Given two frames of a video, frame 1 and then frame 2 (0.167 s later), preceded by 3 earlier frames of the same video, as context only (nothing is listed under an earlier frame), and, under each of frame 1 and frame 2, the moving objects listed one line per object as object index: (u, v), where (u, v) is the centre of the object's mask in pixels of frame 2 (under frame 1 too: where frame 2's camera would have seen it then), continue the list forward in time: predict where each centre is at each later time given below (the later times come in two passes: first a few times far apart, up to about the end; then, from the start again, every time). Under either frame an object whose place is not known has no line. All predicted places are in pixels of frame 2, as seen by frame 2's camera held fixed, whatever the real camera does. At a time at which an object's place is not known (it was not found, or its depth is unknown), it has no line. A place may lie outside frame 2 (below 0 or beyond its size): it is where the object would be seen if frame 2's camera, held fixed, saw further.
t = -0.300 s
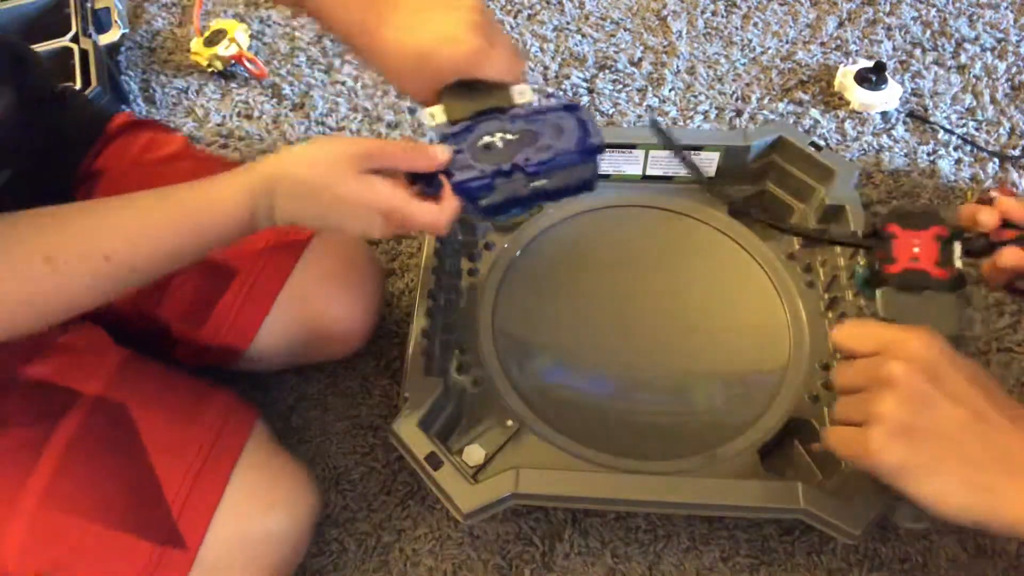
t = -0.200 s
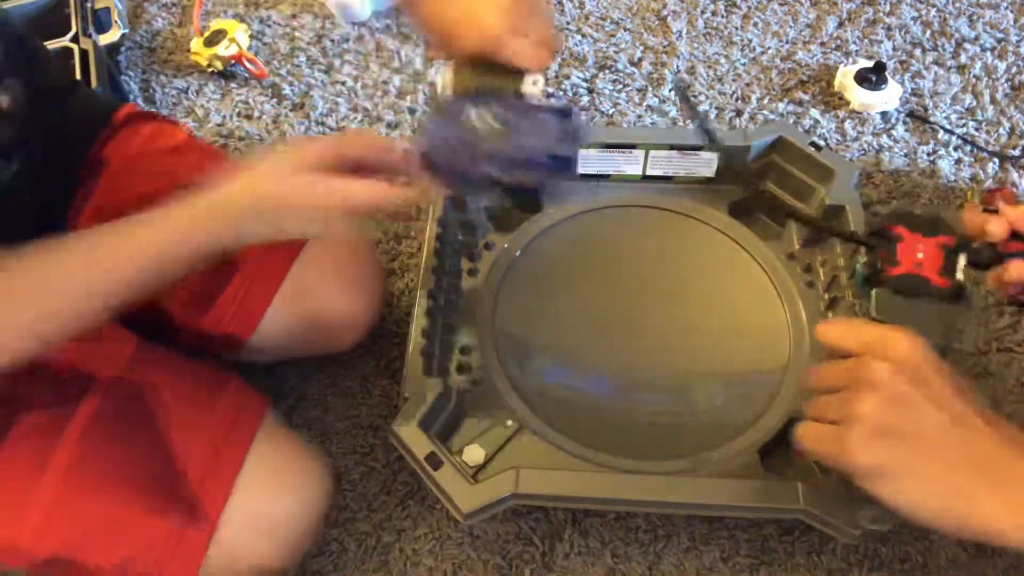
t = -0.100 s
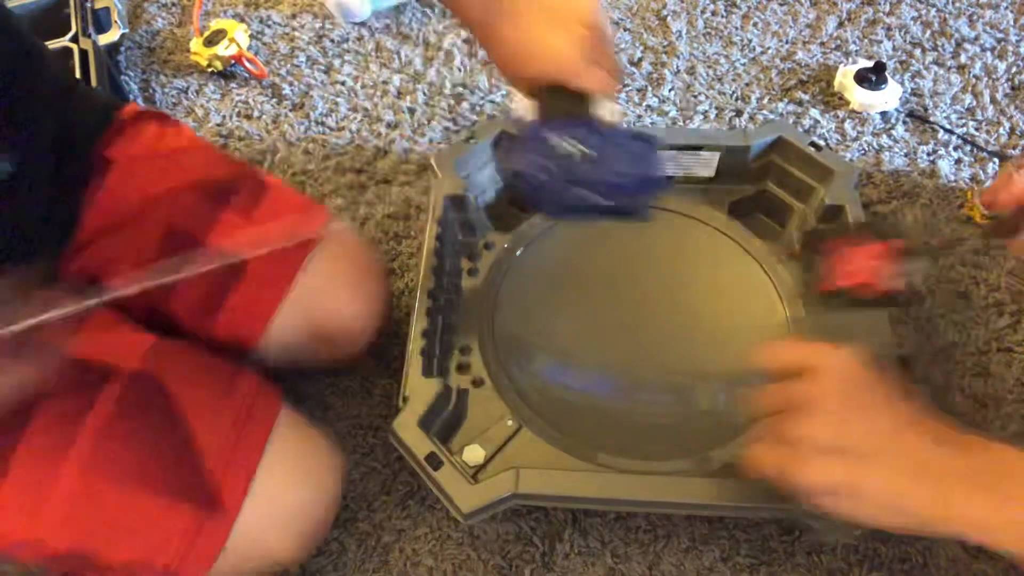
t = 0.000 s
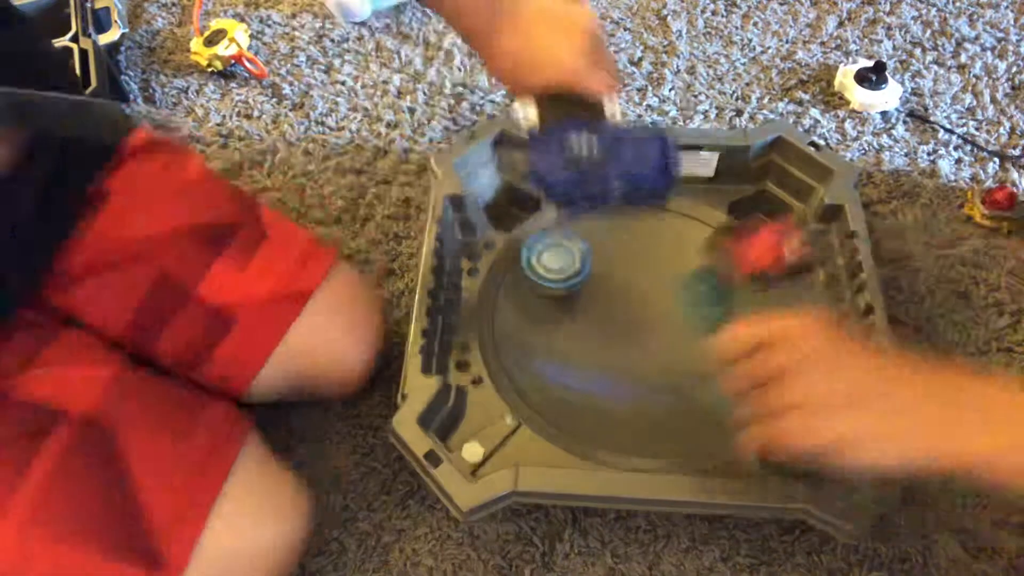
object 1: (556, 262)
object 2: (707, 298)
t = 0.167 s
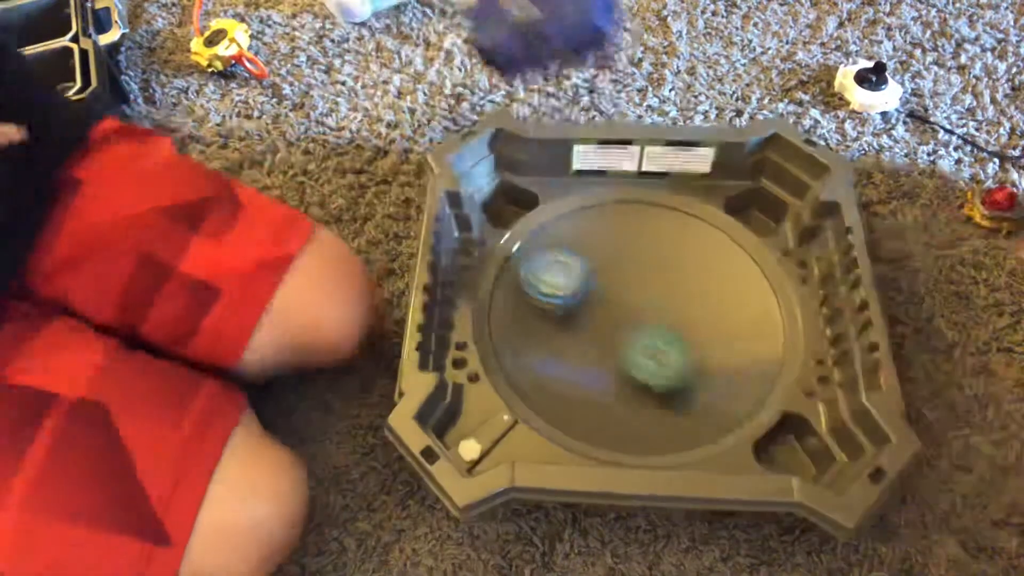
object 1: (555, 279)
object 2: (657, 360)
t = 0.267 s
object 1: (545, 274)
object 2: (725, 381)
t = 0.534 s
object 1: (608, 333)
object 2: (737, 261)
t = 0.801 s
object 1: (691, 377)
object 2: (627, 317)
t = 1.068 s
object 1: (732, 352)
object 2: (685, 403)
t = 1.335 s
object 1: (653, 275)
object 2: (725, 290)
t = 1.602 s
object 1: (524, 274)
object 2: (589, 305)
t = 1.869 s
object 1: (562, 372)
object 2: (692, 428)
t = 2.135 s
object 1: (709, 362)
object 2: (722, 275)
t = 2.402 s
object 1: (695, 268)
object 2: (543, 269)
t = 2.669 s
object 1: (590, 274)
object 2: (589, 417)
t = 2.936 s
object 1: (600, 355)
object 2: (717, 292)
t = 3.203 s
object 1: (708, 340)
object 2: (533, 233)
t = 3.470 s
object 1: (671, 287)
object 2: (611, 397)
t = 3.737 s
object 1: (612, 295)
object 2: (738, 267)
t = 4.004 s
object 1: (656, 338)
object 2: (570, 218)
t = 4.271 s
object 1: (679, 308)
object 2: (626, 390)
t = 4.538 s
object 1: (642, 305)
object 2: (775, 291)
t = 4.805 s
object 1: (629, 321)
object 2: (605, 243)
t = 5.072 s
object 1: (662, 326)
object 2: (608, 406)
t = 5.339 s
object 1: (659, 319)
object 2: (754, 359)
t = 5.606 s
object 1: (612, 328)
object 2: (647, 253)
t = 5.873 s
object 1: (629, 329)
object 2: (558, 313)
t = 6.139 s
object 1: (664, 318)
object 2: (640, 380)
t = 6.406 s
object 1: (644, 296)
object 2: (712, 325)
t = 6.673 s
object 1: (578, 271)
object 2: (669, 293)
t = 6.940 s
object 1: (492, 244)
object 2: (770, 329)
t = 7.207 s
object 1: (491, 244)
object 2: (765, 319)
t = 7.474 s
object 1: (490, 244)
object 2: (667, 355)
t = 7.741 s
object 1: (511, 296)
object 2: (623, 387)
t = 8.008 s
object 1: (723, 315)
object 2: (637, 434)
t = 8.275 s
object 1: (717, 245)
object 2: (673, 380)
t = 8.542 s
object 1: (520, 319)
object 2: (611, 301)
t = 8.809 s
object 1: (706, 405)
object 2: (559, 278)
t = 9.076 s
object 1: (675, 219)
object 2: (570, 298)
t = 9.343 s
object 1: (538, 274)
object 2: (653, 284)
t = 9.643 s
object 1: (605, 357)
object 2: (683, 252)
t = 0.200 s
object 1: (548, 275)
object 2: (680, 373)
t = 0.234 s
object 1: (546, 273)
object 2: (703, 376)
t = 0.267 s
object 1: (545, 274)
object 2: (725, 381)
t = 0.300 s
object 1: (545, 275)
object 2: (750, 375)
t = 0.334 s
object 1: (547, 280)
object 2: (769, 365)
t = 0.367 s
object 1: (554, 287)
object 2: (774, 344)
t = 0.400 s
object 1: (564, 296)
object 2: (767, 320)
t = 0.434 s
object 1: (573, 305)
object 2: (760, 298)
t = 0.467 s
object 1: (584, 314)
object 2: (756, 280)
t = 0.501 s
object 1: (596, 324)
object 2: (748, 268)
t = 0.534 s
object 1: (608, 333)
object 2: (737, 261)
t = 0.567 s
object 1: (620, 339)
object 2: (720, 258)
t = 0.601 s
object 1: (633, 344)
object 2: (702, 262)
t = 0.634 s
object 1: (645, 347)
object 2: (683, 269)
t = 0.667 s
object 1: (656, 348)
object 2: (667, 280)
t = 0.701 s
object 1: (664, 354)
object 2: (652, 290)
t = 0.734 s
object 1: (676, 364)
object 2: (640, 297)
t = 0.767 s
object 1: (684, 371)
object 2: (631, 306)
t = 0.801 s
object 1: (691, 377)
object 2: (627, 317)
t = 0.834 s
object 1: (695, 379)
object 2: (627, 333)
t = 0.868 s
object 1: (701, 379)
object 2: (630, 349)
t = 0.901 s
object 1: (710, 380)
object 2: (631, 361)
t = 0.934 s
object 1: (721, 379)
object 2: (634, 371)
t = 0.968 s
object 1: (728, 375)
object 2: (641, 381)
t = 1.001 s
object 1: (732, 369)
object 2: (653, 391)
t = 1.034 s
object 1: (733, 360)
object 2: (668, 399)
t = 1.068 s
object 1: (732, 352)
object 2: (685, 403)
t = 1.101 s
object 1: (726, 342)
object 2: (703, 402)
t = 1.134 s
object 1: (721, 333)
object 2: (725, 397)
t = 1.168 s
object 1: (714, 323)
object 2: (741, 386)
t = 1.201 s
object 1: (704, 311)
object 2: (754, 369)
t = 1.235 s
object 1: (694, 301)
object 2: (759, 350)
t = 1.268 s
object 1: (682, 289)
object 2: (756, 331)
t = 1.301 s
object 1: (668, 282)
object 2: (745, 310)
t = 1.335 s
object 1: (653, 275)
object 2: (725, 290)
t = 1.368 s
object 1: (632, 269)
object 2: (710, 277)
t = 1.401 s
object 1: (611, 265)
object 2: (693, 268)
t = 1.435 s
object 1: (591, 262)
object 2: (671, 263)
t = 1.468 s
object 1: (573, 261)
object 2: (649, 263)
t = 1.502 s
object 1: (559, 262)
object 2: (631, 266)
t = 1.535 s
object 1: (549, 265)
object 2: (615, 276)
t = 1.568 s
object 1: (536, 269)
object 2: (600, 289)
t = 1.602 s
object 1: (524, 274)
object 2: (589, 305)
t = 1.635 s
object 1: (516, 284)
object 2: (583, 325)
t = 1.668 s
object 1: (512, 295)
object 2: (581, 346)
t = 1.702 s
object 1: (512, 307)
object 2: (585, 368)
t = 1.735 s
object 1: (514, 321)
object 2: (596, 388)
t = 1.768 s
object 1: (521, 333)
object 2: (612, 405)
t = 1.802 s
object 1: (532, 349)
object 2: (635, 420)
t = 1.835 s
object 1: (545, 360)
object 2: (663, 426)
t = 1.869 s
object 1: (562, 372)
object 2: (692, 428)
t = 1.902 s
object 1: (581, 380)
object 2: (720, 421)
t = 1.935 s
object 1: (603, 387)
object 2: (747, 406)
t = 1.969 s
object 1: (626, 392)
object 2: (762, 386)
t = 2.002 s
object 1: (647, 392)
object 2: (769, 362)
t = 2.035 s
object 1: (663, 387)
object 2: (767, 341)
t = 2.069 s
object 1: (681, 381)
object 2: (762, 318)
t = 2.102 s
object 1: (696, 372)
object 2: (747, 296)
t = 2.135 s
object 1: (709, 362)
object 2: (722, 275)
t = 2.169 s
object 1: (717, 350)
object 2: (699, 261)
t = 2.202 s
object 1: (723, 336)
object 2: (676, 250)
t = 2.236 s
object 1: (726, 322)
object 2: (652, 242)
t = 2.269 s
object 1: (725, 308)
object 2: (626, 239)
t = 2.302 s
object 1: (721, 295)
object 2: (603, 241)
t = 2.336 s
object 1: (715, 285)
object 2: (581, 249)
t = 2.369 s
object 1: (705, 275)
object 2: (560, 258)
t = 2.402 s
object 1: (695, 268)
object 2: (543, 269)
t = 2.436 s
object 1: (683, 264)
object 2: (530, 284)
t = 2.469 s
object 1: (668, 260)
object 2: (519, 301)
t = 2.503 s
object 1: (653, 257)
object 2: (513, 321)
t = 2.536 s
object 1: (641, 258)
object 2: (511, 344)
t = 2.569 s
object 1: (626, 259)
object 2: (519, 367)
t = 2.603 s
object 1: (614, 263)
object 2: (536, 388)
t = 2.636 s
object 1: (602, 268)
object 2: (561, 405)
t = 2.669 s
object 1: (590, 274)
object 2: (589, 417)
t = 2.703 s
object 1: (579, 281)
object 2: (622, 420)
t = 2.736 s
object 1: (572, 290)
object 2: (654, 417)
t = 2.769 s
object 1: (568, 301)
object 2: (680, 406)
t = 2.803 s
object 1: (567, 312)
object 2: (704, 386)
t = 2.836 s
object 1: (570, 326)
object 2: (718, 365)
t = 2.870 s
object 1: (577, 337)
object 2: (726, 341)
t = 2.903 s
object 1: (587, 346)
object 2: (725, 315)
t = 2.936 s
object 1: (600, 355)
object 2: (717, 292)
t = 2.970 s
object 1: (614, 362)
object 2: (702, 270)
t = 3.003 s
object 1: (630, 366)
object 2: (682, 249)
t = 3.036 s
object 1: (646, 367)
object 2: (658, 234)
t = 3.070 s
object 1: (663, 365)
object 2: (635, 223)
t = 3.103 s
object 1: (679, 360)
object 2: (607, 216)
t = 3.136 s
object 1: (691, 354)
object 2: (582, 216)
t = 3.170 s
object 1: (701, 347)
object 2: (555, 222)
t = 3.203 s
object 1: (708, 340)
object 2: (533, 233)
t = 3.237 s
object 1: (712, 332)
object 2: (517, 254)
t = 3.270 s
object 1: (713, 324)
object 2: (509, 279)
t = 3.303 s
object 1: (711, 316)
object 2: (508, 306)
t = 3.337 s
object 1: (706, 307)
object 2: (513, 330)
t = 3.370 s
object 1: (699, 301)
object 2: (529, 356)
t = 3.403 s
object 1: (691, 296)
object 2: (549, 375)
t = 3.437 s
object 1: (682, 291)
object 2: (581, 390)
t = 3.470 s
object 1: (671, 287)
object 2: (611, 397)
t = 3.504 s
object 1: (660, 284)
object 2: (646, 398)
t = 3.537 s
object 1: (650, 283)
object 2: (677, 392)
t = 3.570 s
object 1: (641, 283)
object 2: (702, 379)
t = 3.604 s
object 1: (632, 283)
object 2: (723, 360)
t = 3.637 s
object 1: (624, 284)
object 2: (736, 340)
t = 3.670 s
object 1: (618, 287)
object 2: (743, 316)
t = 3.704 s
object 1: (614, 290)
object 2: (745, 290)
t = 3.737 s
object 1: (612, 295)
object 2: (738, 267)
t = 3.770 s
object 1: (612, 300)
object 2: (727, 247)
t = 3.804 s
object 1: (614, 306)
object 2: (711, 228)
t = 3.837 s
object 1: (618, 314)
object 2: (690, 214)
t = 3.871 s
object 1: (623, 321)
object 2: (667, 204)
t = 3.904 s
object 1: (630, 328)
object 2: (641, 200)
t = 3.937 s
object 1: (638, 334)
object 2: (615, 200)
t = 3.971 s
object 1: (647, 337)
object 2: (590, 207)
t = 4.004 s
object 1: (656, 338)
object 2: (570, 218)
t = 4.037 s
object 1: (664, 338)
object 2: (551, 236)
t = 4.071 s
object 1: (672, 335)
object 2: (540, 259)
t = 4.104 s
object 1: (679, 332)
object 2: (536, 283)
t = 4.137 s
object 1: (683, 326)
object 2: (541, 310)
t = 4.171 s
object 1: (684, 320)
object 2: (553, 335)
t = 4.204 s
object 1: (684, 315)
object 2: (571, 357)
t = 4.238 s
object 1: (682, 311)
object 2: (597, 376)
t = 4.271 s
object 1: (679, 308)
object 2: (626, 390)
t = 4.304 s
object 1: (675, 305)
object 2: (656, 395)
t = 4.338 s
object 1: (671, 303)
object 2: (686, 393)
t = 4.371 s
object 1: (666, 302)
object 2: (714, 386)
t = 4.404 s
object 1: (661, 301)
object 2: (742, 374)
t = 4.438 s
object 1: (656, 301)
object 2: (757, 355)
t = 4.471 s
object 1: (651, 302)
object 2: (769, 336)
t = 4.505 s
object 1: (646, 304)
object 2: (776, 315)
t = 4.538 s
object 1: (642, 305)
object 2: (775, 291)
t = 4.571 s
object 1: (639, 307)
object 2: (766, 271)
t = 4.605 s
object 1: (635, 309)
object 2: (752, 251)
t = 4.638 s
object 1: (632, 311)
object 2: (733, 238)
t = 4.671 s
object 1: (630, 314)
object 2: (708, 228)
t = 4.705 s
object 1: (630, 316)
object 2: (680, 223)
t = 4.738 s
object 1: (629, 317)
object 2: (653, 225)
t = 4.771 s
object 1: (630, 319)
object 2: (626, 232)
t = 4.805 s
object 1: (629, 321)
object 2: (605, 243)
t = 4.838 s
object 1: (630, 322)
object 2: (584, 262)
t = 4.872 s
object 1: (632, 324)
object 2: (571, 282)
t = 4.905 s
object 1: (634, 324)
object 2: (565, 304)
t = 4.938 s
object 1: (636, 325)
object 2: (565, 326)
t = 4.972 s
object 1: (643, 325)
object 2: (565, 349)
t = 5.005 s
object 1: (650, 325)
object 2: (571, 370)
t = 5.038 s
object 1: (657, 326)
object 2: (587, 390)
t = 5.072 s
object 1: (662, 326)
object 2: (608, 406)
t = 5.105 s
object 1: (666, 325)
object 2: (628, 417)
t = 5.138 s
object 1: (668, 325)
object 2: (657, 425)
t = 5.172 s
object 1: (669, 324)
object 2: (683, 425)
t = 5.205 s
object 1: (668, 323)
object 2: (711, 421)
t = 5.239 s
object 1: (667, 323)
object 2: (732, 408)
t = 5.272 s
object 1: (666, 321)
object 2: (747, 393)
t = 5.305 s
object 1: (663, 320)
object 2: (753, 378)
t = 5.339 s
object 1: (659, 319)
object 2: (754, 359)
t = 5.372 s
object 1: (656, 318)
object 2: (750, 337)
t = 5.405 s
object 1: (652, 318)
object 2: (740, 319)
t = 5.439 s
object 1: (649, 317)
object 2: (723, 300)
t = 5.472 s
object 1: (643, 318)
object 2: (705, 285)
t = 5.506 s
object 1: (632, 320)
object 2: (690, 270)
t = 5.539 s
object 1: (624, 323)
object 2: (678, 261)
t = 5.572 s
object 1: (618, 325)
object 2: (663, 254)
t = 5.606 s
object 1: (612, 328)
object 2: (647, 253)
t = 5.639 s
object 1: (609, 329)
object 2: (631, 254)
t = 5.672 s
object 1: (609, 330)
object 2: (608, 257)
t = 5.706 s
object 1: (610, 330)
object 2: (588, 263)
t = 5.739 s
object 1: (612, 330)
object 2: (576, 268)
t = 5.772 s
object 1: (615, 329)
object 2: (565, 277)
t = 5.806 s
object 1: (619, 329)
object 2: (559, 286)
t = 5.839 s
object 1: (623, 328)
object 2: (557, 298)
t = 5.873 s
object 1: (629, 329)
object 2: (558, 313)
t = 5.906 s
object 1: (634, 328)
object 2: (562, 331)
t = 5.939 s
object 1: (638, 329)
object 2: (570, 348)
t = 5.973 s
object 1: (642, 329)
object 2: (579, 360)
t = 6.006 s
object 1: (646, 328)
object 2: (590, 367)
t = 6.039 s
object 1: (650, 328)
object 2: (604, 372)
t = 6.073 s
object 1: (653, 326)
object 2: (616, 375)
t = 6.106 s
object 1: (659, 323)
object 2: (628, 379)
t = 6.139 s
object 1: (664, 318)
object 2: (640, 380)
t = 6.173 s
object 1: (666, 315)
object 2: (653, 379)
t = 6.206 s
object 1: (667, 312)
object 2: (667, 376)
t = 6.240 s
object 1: (667, 310)
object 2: (681, 371)
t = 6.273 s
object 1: (665, 306)
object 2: (695, 365)
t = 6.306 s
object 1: (662, 302)
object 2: (704, 356)
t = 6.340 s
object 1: (658, 301)
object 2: (710, 346)
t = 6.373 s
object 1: (652, 298)
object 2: (713, 336)
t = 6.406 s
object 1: (644, 296)
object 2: (712, 325)
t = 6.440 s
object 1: (631, 288)
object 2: (715, 320)
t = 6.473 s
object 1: (620, 282)
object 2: (714, 313)
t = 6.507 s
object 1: (611, 276)
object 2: (709, 306)
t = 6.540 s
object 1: (603, 272)
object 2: (702, 300)
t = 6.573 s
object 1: (598, 271)
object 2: (692, 294)
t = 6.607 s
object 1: (595, 271)
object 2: (680, 289)
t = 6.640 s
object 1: (592, 272)
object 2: (666, 287)
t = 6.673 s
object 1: (578, 271)
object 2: (669, 293)
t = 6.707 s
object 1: (548, 259)
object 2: (696, 305)
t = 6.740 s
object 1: (520, 249)
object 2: (716, 315)
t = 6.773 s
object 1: (502, 244)
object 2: (731, 321)
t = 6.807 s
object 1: (489, 245)
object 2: (744, 326)
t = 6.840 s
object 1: (487, 247)
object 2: (755, 328)
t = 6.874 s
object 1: (489, 246)
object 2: (761, 329)
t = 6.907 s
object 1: (491, 246)
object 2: (765, 329)
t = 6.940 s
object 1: (492, 244)
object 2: (770, 329)
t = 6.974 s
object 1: (492, 244)
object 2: (772, 329)
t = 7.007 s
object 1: (492, 244)
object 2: (774, 327)
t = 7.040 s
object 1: (491, 244)
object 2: (776, 326)
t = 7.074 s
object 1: (490, 244)
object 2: (777, 325)
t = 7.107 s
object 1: (491, 244)
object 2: (778, 323)
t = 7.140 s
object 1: (491, 245)
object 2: (776, 322)
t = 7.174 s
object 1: (491, 245)
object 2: (773, 320)
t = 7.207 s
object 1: (491, 244)
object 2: (765, 319)
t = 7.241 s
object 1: (491, 243)
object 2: (755, 320)
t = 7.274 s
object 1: (490, 243)
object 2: (741, 323)
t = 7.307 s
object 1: (490, 242)
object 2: (729, 327)
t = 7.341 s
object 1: (489, 240)
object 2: (716, 331)
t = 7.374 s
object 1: (489, 241)
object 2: (702, 338)
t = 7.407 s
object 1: (490, 241)
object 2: (689, 344)
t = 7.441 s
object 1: (490, 243)
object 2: (680, 350)
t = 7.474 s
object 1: (490, 244)
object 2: (667, 355)
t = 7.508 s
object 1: (489, 245)
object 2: (659, 361)
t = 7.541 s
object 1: (489, 246)
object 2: (652, 366)
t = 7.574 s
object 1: (489, 247)
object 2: (646, 371)
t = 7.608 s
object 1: (492, 249)
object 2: (638, 376)
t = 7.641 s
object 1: (495, 257)
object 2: (634, 380)
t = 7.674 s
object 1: (496, 268)
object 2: (630, 383)
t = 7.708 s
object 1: (500, 282)
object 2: (626, 386)
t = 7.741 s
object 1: (511, 296)
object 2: (623, 387)
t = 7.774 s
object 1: (528, 314)
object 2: (621, 390)
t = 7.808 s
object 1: (549, 330)
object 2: (616, 390)
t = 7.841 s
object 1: (572, 341)
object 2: (614, 393)
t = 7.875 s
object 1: (601, 339)
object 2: (616, 406)
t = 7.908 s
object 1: (632, 340)
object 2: (618, 418)
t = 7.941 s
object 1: (664, 336)
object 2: (623, 426)
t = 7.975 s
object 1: (694, 327)
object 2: (630, 431)
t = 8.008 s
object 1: (723, 315)
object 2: (637, 434)
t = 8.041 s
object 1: (751, 299)
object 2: (644, 433)
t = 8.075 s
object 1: (768, 285)
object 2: (654, 431)
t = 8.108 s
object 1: (774, 267)
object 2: (662, 427)
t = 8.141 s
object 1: (779, 260)
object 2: (669, 422)
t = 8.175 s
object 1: (771, 255)
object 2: (674, 415)
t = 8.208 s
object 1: (755, 248)
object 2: (678, 404)
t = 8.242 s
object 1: (737, 245)
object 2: (676, 392)
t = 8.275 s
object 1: (717, 245)
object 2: (673, 380)
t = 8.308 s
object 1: (693, 243)
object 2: (670, 368)
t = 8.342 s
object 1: (665, 247)
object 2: (662, 354)
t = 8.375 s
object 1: (635, 253)
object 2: (652, 342)
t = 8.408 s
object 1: (605, 262)
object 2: (645, 332)
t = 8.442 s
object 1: (579, 271)
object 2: (635, 322)
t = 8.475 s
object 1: (555, 286)
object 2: (628, 313)
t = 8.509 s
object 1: (533, 301)
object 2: (618, 306)
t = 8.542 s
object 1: (520, 319)
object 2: (611, 301)
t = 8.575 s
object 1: (518, 335)
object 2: (600, 295)
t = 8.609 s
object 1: (525, 356)
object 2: (593, 291)
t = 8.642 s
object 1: (540, 375)
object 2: (585, 287)
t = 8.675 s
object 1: (568, 392)
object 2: (578, 286)
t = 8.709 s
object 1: (599, 405)
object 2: (572, 283)
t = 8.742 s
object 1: (638, 413)
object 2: (568, 281)
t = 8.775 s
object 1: (680, 412)
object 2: (563, 279)
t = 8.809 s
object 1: (706, 405)
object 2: (559, 278)
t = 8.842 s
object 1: (742, 392)
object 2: (555, 277)
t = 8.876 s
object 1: (765, 374)
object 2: (552, 276)
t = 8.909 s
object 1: (777, 346)
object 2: (549, 278)
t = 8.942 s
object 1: (774, 318)
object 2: (547, 280)
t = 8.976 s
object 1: (761, 289)
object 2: (548, 284)
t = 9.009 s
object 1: (734, 260)
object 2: (553, 289)
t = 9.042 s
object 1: (705, 236)
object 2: (560, 294)
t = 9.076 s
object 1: (675, 219)
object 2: (570, 298)
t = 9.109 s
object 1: (643, 211)
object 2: (581, 300)
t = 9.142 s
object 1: (618, 209)
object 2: (594, 300)
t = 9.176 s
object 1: (595, 211)
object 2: (605, 300)
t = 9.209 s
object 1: (574, 221)
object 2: (616, 298)
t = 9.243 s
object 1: (558, 235)
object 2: (627, 294)
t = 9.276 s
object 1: (549, 248)
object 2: (636, 292)
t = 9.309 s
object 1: (544, 259)
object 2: (646, 288)
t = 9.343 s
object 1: (538, 274)
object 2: (653, 284)
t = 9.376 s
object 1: (536, 287)
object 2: (659, 280)
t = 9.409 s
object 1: (540, 301)
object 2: (666, 276)
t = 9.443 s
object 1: (548, 316)
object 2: (670, 273)
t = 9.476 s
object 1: (556, 327)
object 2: (674, 269)
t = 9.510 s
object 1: (565, 337)
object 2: (677, 265)
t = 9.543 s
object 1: (574, 346)
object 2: (679, 262)
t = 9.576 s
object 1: (584, 353)
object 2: (681, 258)
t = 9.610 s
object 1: (594, 356)
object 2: (683, 255)
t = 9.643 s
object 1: (605, 357)
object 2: (683, 252)
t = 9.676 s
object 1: (614, 358)
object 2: (681, 251)
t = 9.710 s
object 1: (621, 355)
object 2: (678, 251)
